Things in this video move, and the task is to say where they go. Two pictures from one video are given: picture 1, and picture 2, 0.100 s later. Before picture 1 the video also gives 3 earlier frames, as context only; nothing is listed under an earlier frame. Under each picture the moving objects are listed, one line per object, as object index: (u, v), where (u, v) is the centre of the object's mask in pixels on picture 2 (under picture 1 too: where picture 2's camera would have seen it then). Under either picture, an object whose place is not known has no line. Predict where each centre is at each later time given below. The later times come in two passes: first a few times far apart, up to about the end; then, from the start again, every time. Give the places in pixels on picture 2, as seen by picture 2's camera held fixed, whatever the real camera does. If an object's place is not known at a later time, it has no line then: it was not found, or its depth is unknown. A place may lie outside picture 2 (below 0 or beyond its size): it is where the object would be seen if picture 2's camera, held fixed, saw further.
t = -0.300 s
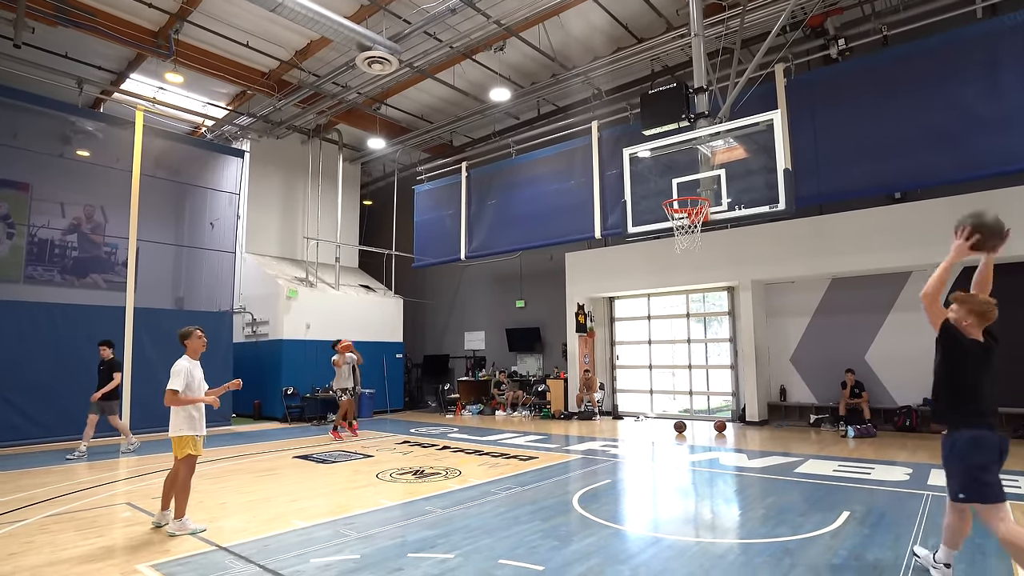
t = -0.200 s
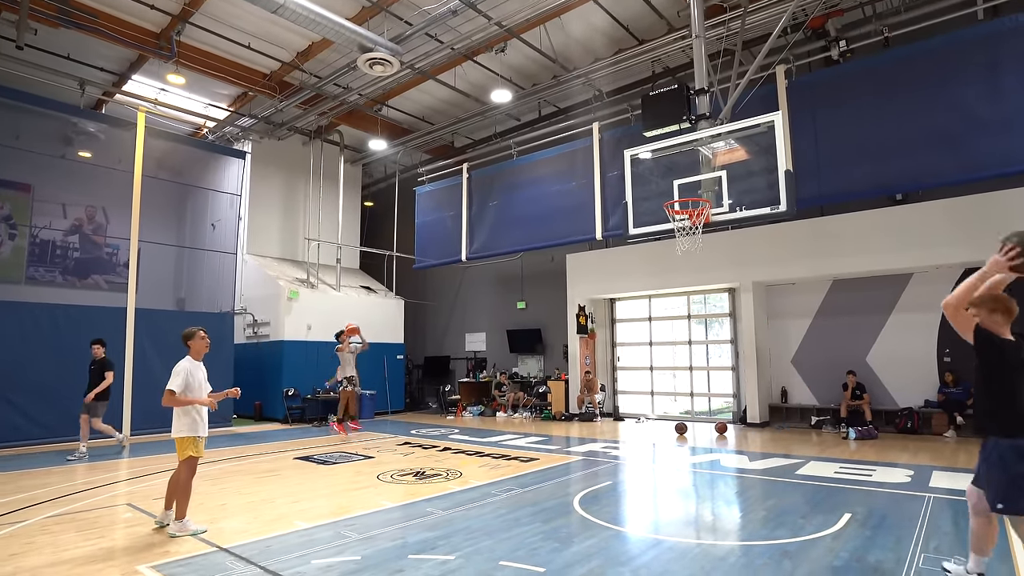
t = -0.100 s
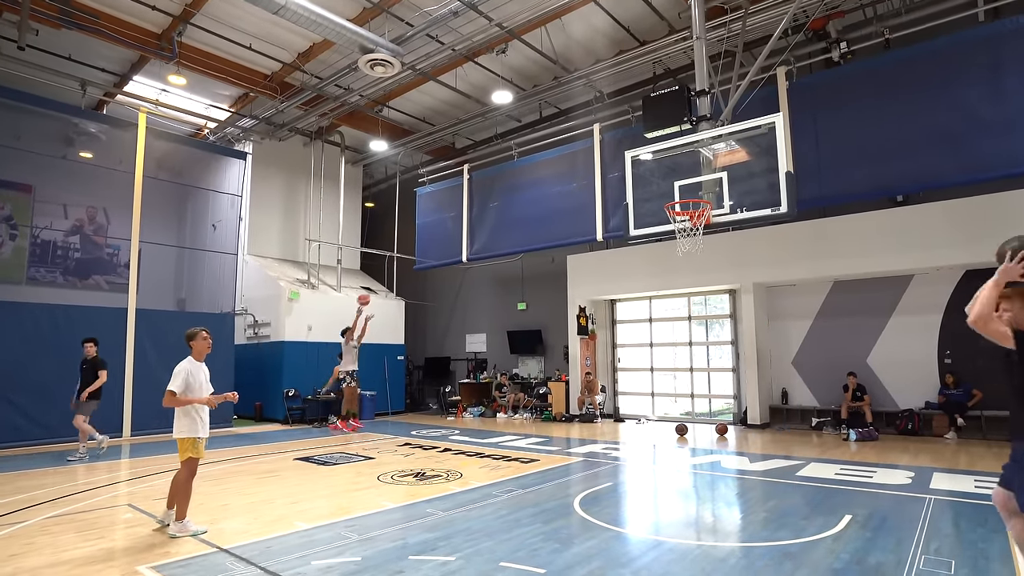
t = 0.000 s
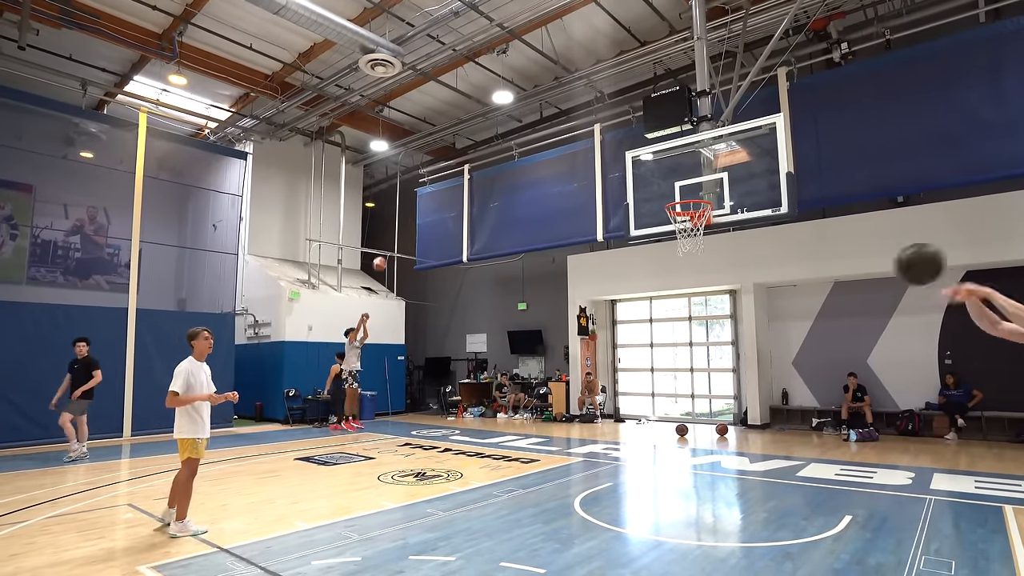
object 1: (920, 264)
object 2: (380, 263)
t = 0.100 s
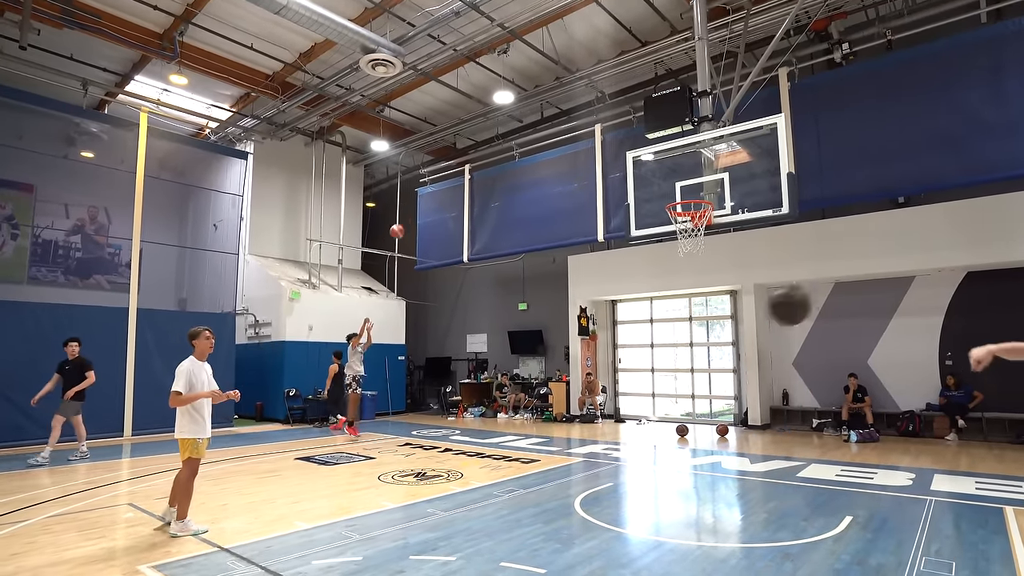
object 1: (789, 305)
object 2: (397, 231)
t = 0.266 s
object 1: (599, 399)
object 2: (427, 183)
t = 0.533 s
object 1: (375, 520)
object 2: (482, 136)
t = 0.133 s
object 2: (403, 221)
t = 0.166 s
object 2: (408, 211)
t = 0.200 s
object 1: (671, 358)
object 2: (414, 202)
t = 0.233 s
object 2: (420, 193)
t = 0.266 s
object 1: (599, 399)
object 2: (427, 183)
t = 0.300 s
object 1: (565, 421)
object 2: (433, 177)
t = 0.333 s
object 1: (532, 443)
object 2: (440, 170)
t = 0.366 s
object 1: (500, 467)
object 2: (447, 162)
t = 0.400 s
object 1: (469, 491)
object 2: (453, 156)
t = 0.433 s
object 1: (438, 516)
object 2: (461, 151)
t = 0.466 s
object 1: (409, 542)
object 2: (468, 145)
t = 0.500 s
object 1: (389, 543)
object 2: (475, 140)
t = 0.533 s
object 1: (375, 520)
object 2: (482, 136)
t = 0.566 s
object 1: (362, 498)
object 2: (491, 132)
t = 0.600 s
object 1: (349, 479)
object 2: (499, 129)
